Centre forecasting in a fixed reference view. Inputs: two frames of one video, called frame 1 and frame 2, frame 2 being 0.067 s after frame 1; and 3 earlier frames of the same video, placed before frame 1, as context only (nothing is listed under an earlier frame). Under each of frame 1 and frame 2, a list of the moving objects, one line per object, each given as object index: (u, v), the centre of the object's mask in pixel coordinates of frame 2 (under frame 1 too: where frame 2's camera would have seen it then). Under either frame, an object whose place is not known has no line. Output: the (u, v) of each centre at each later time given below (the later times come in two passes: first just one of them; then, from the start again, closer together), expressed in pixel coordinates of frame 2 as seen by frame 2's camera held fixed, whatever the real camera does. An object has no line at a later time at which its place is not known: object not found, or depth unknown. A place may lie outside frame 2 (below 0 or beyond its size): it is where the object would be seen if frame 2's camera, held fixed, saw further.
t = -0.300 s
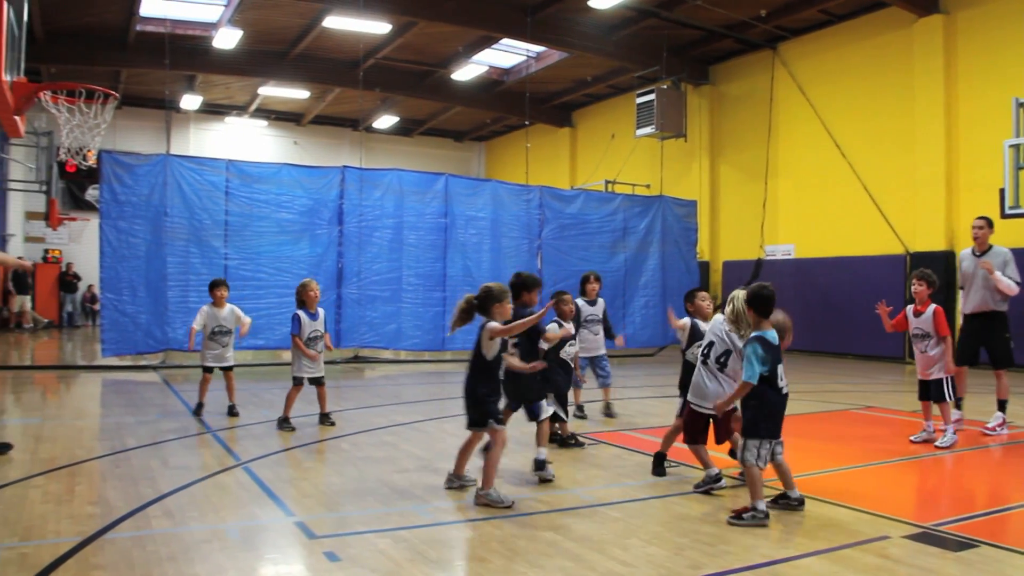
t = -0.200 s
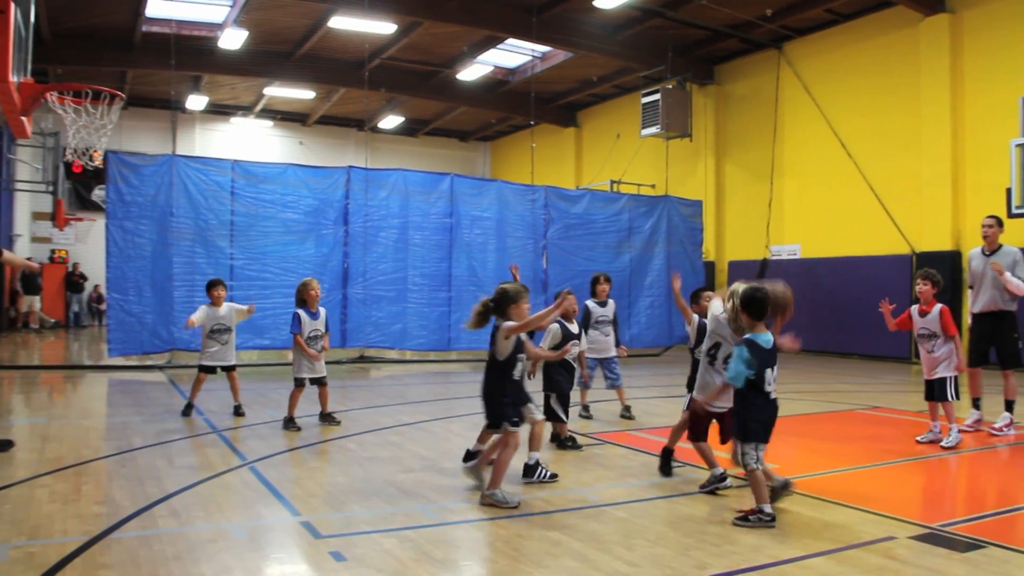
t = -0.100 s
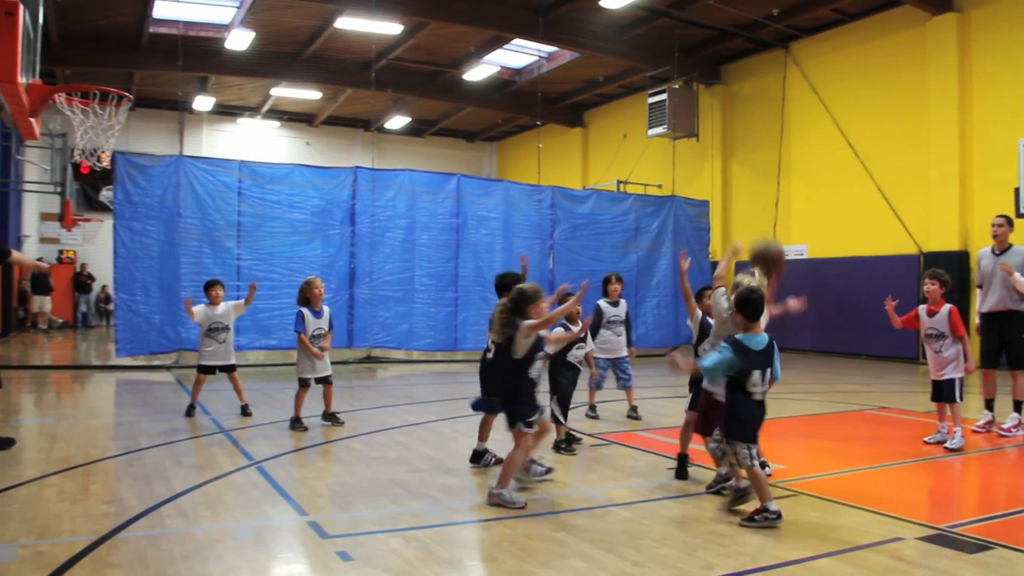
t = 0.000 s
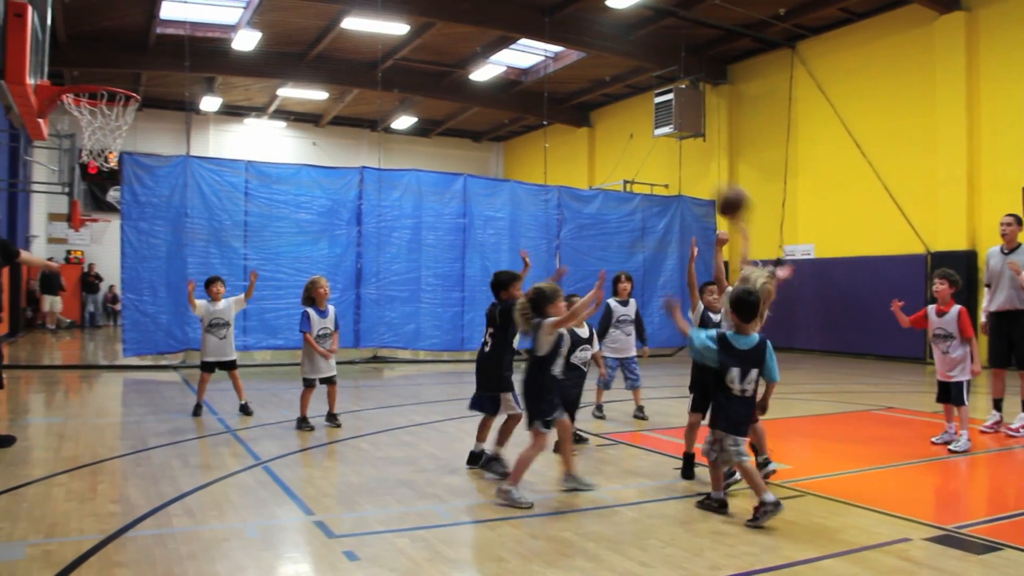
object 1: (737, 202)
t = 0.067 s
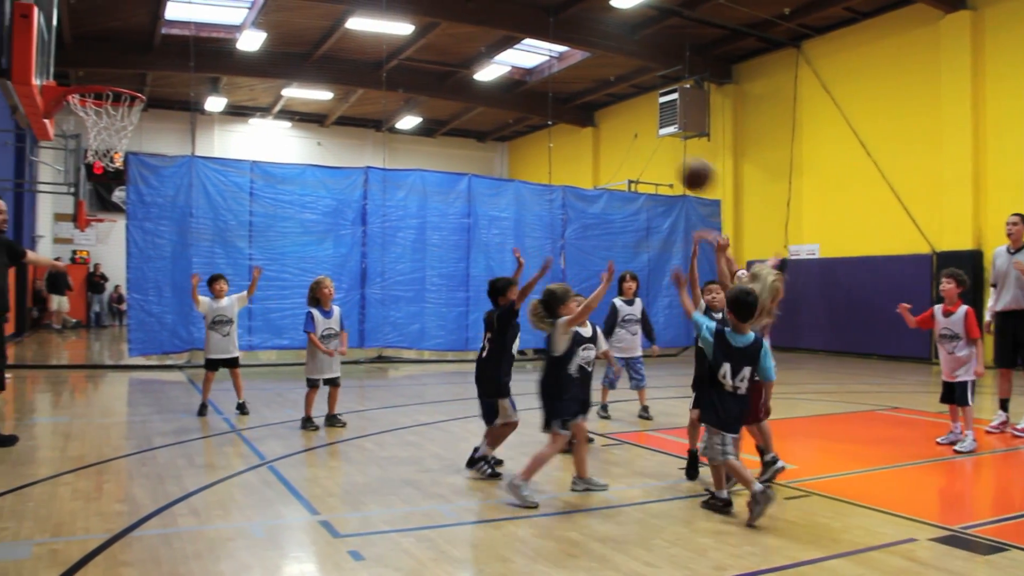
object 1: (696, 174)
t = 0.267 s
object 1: (590, 139)
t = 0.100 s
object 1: (677, 164)
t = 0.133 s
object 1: (659, 155)
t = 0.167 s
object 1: (641, 149)
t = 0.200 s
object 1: (623, 143)
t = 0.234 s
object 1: (605, 140)
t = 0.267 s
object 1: (590, 139)
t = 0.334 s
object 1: (558, 140)
